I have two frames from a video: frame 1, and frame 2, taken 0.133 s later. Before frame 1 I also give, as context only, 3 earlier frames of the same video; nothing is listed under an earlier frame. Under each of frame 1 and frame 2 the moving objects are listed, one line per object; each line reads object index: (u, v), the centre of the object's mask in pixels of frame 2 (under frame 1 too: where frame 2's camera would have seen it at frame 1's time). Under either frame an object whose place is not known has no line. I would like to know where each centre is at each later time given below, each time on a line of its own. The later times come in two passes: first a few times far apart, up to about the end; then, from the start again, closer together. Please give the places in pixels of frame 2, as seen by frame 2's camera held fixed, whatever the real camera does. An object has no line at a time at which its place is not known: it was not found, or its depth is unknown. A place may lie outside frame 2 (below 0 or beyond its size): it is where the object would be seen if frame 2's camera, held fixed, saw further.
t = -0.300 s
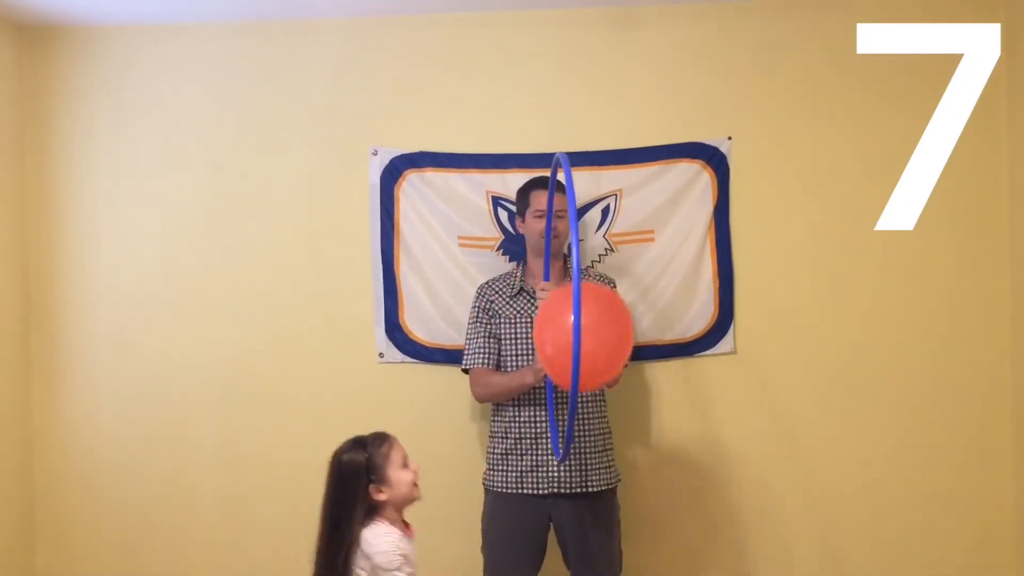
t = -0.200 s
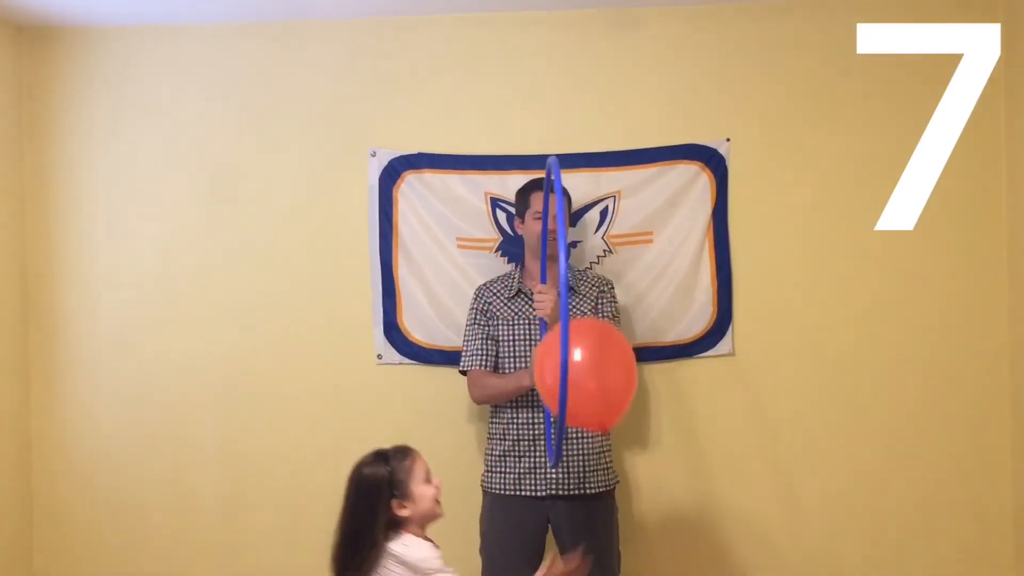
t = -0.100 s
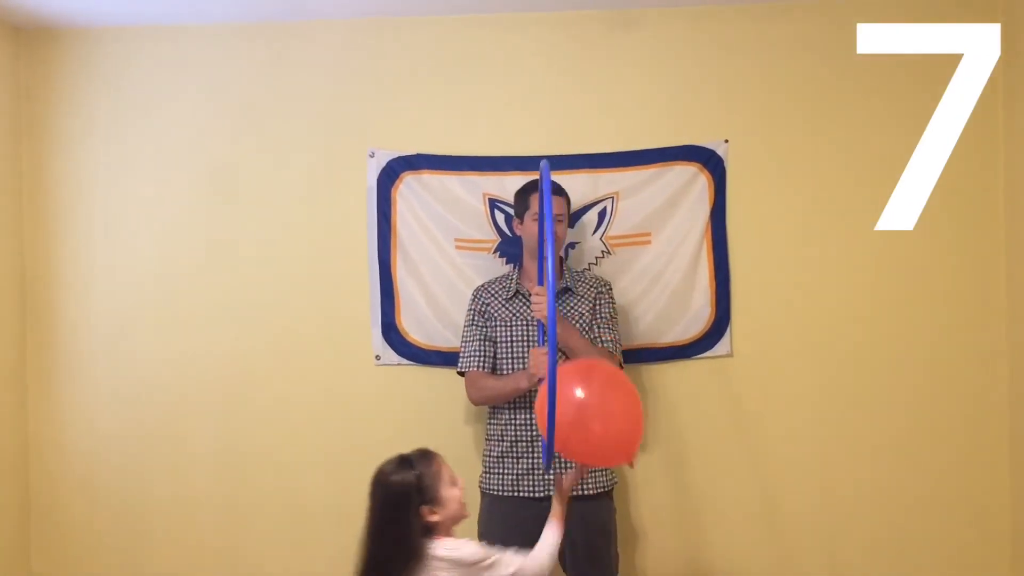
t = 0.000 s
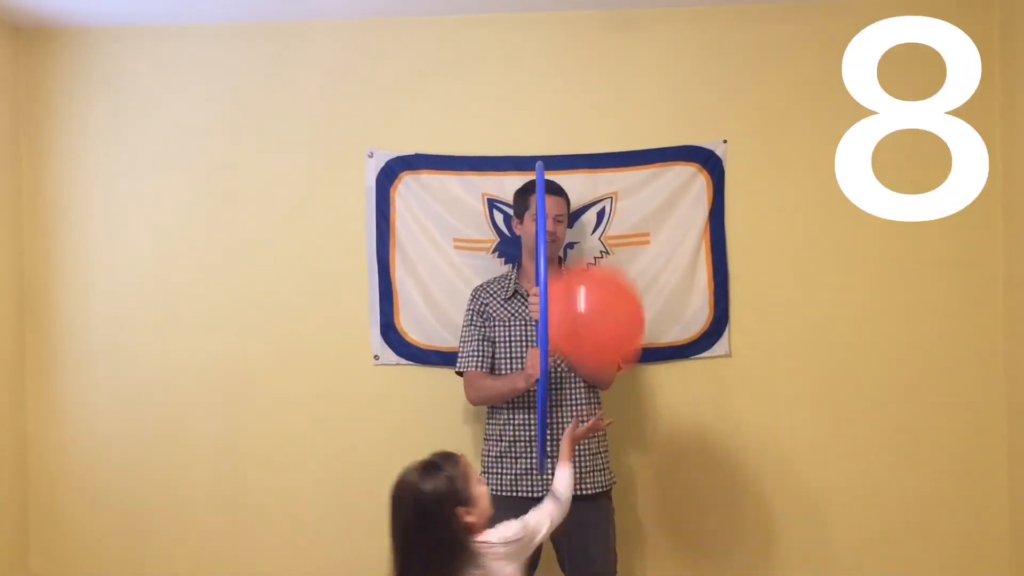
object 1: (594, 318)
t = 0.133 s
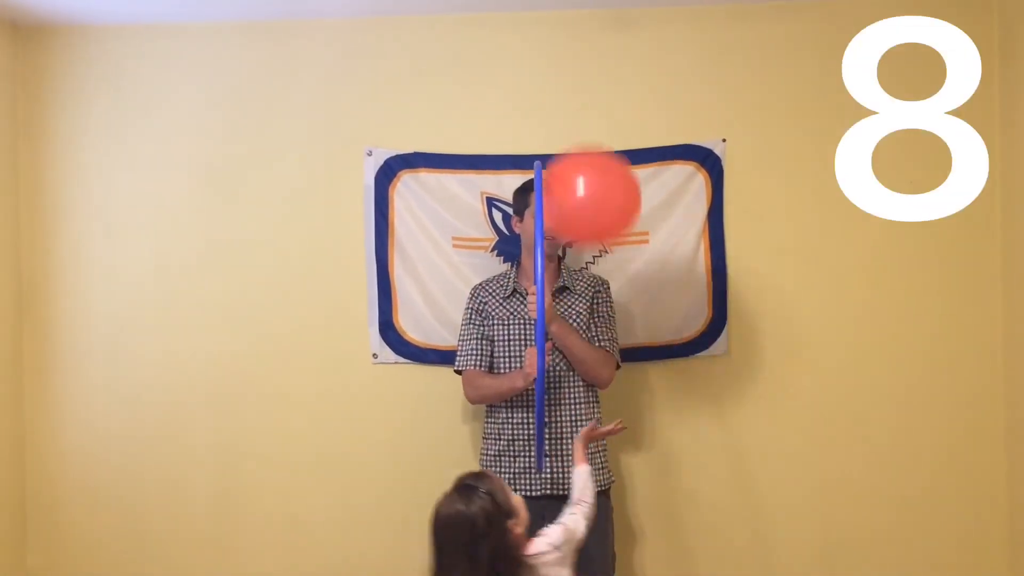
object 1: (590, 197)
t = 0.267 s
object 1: (617, 128)
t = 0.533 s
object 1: (674, 48)
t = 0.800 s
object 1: (722, 40)
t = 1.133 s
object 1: (766, 78)
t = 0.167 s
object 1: (591, 176)
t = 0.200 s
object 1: (600, 157)
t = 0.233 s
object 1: (609, 142)
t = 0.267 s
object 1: (617, 128)
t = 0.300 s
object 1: (626, 115)
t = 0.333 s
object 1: (634, 101)
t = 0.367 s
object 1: (642, 89)
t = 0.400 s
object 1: (649, 78)
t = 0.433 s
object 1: (655, 68)
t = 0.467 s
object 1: (662, 60)
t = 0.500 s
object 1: (668, 52)
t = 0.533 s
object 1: (674, 48)
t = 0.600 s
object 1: (686, 44)
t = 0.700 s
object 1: (704, 40)
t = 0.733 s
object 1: (710, 40)
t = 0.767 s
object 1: (716, 40)
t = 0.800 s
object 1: (722, 40)
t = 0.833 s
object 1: (727, 40)
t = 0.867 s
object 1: (732, 41)
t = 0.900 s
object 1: (737, 43)
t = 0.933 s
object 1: (742, 46)
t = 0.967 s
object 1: (746, 49)
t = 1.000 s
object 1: (750, 53)
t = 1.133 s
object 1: (766, 78)
